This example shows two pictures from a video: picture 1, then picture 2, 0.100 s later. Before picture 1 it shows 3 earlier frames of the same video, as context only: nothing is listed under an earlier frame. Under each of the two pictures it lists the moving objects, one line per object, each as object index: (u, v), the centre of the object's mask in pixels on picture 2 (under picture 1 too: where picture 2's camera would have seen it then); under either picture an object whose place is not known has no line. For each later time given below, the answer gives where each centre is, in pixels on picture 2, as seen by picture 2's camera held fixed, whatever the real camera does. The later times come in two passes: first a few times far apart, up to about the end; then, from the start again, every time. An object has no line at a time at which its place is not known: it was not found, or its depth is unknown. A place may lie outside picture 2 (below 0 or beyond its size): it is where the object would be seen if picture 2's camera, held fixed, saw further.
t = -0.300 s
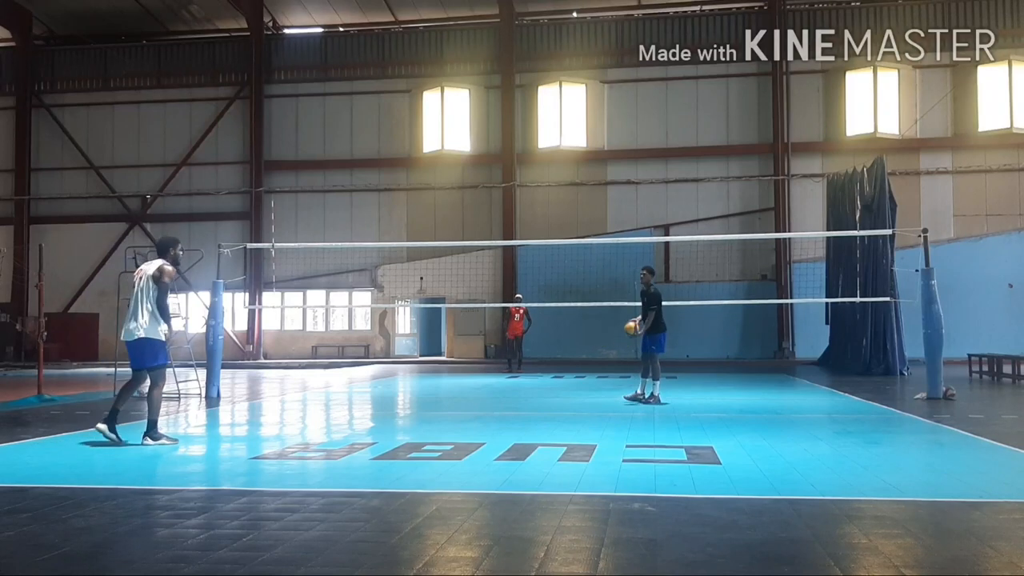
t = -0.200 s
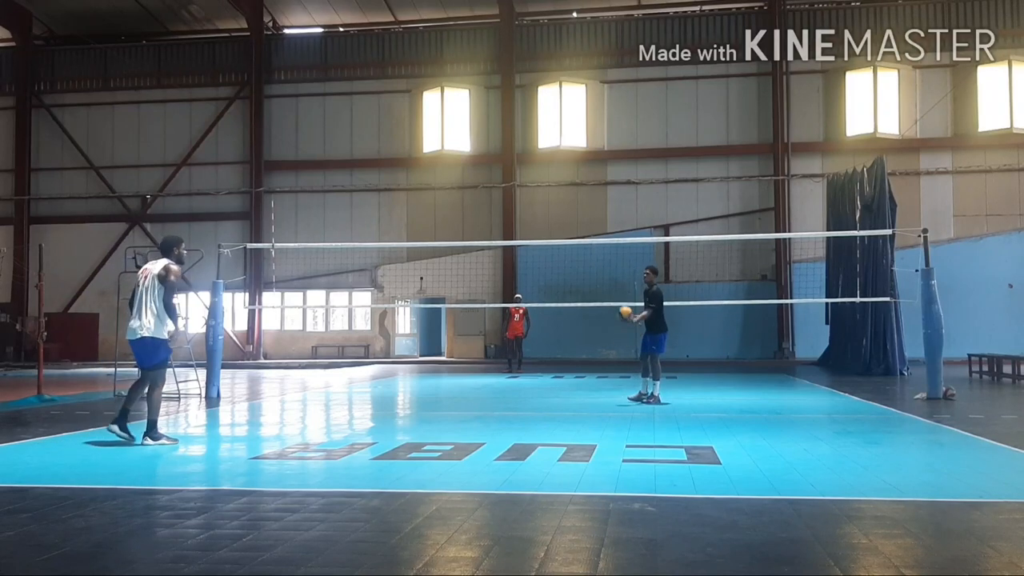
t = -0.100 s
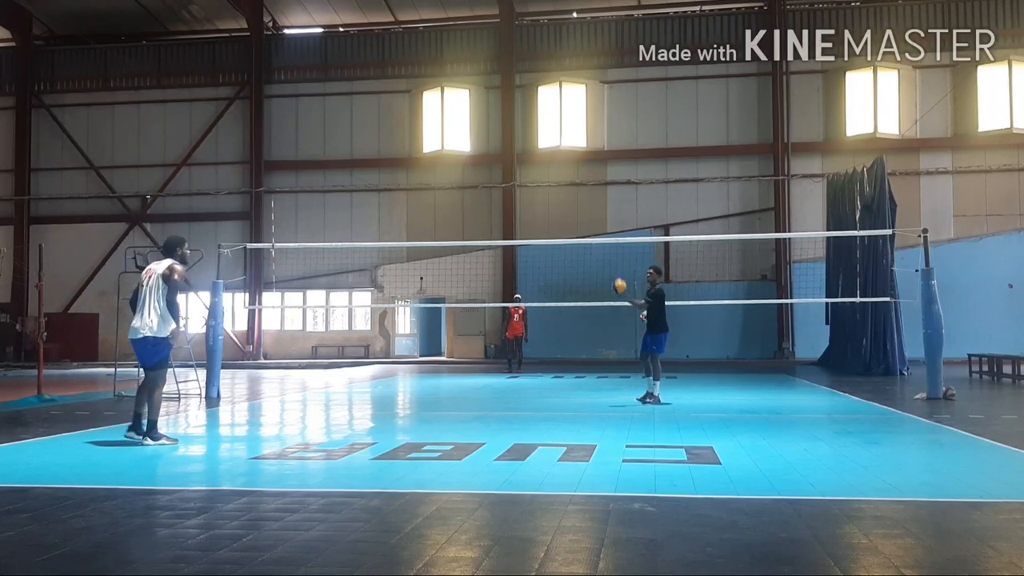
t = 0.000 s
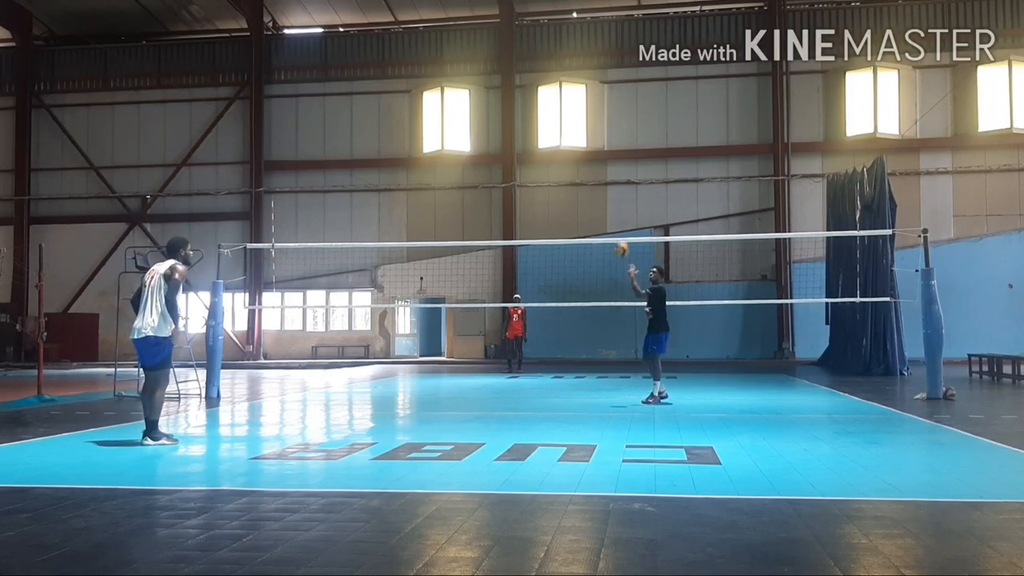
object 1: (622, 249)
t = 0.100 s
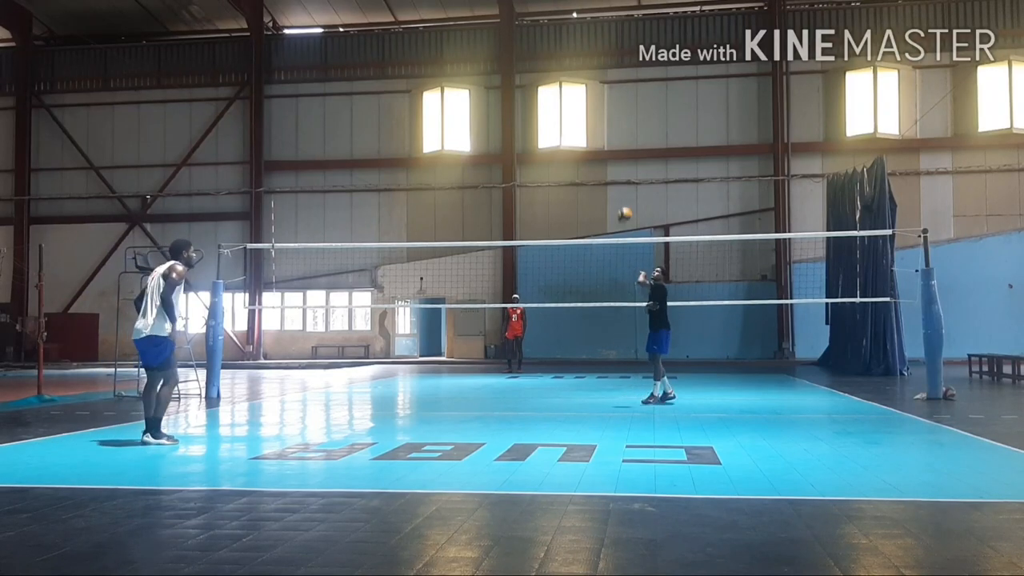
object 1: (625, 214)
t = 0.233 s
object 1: (629, 181)
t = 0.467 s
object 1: (637, 153)
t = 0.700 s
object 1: (644, 159)
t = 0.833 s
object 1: (649, 180)
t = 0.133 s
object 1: (626, 205)
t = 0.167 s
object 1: (626, 197)
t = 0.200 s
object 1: (627, 188)
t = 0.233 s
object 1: (629, 181)
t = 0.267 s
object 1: (630, 175)
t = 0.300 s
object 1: (631, 169)
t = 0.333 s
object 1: (632, 164)
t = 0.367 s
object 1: (633, 160)
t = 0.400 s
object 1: (635, 157)
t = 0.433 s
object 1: (635, 155)
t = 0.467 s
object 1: (637, 153)
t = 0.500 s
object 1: (638, 151)
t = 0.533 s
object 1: (639, 151)
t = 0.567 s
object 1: (640, 151)
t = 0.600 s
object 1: (641, 152)
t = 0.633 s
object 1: (642, 154)
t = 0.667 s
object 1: (643, 156)
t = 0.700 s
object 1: (644, 159)
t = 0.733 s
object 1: (645, 163)
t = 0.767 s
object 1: (647, 168)
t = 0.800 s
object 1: (648, 173)
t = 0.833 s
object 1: (649, 180)
